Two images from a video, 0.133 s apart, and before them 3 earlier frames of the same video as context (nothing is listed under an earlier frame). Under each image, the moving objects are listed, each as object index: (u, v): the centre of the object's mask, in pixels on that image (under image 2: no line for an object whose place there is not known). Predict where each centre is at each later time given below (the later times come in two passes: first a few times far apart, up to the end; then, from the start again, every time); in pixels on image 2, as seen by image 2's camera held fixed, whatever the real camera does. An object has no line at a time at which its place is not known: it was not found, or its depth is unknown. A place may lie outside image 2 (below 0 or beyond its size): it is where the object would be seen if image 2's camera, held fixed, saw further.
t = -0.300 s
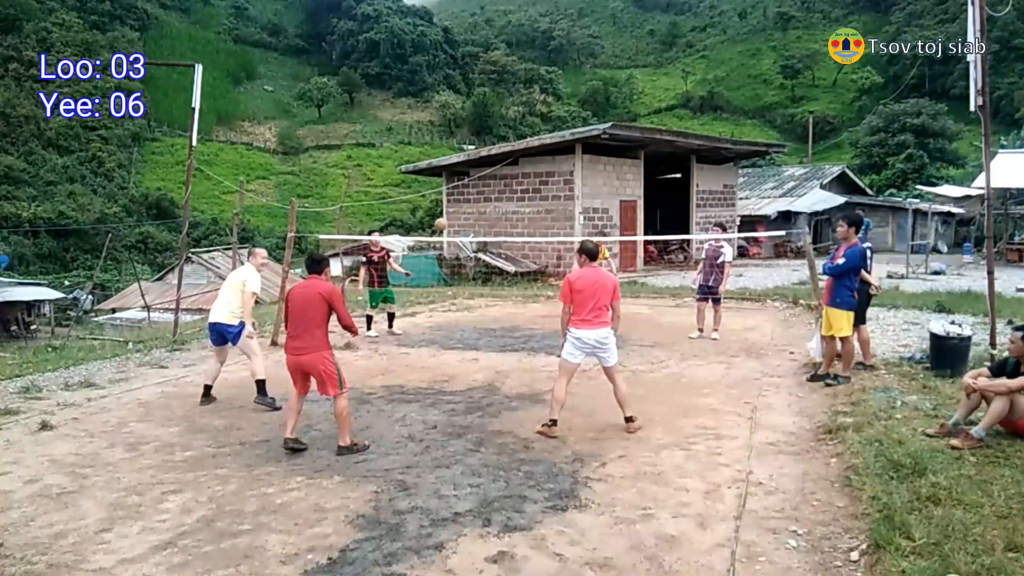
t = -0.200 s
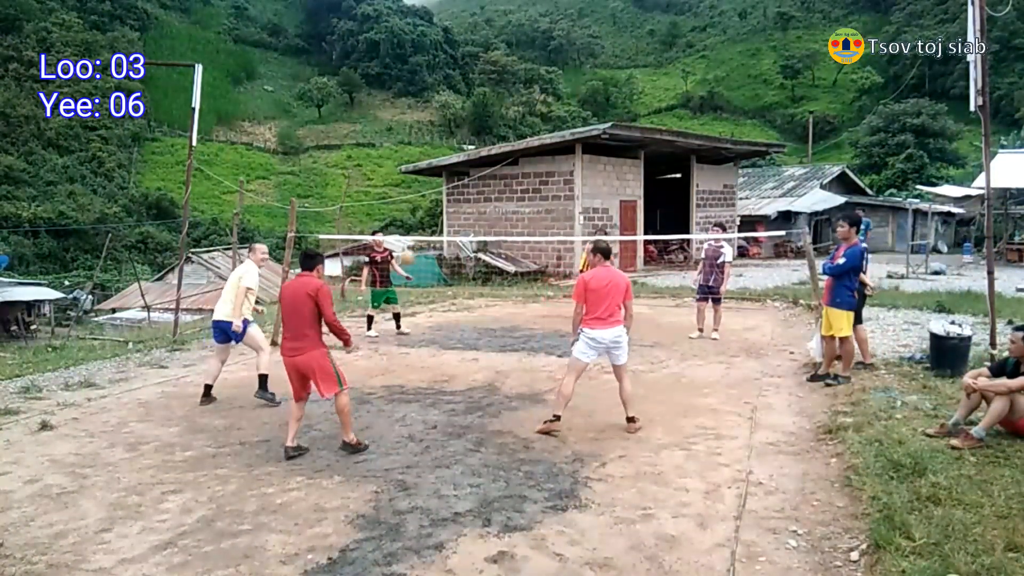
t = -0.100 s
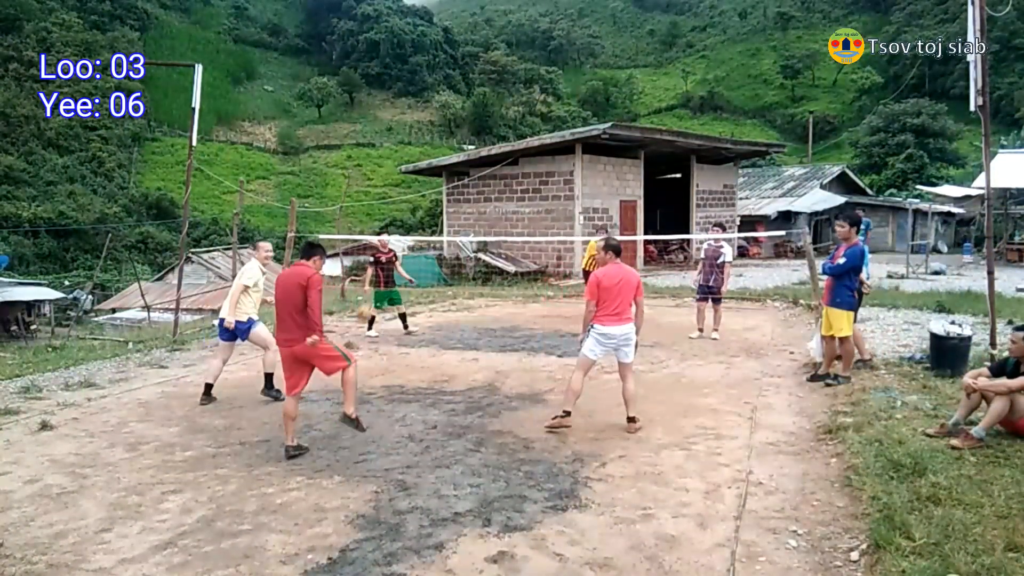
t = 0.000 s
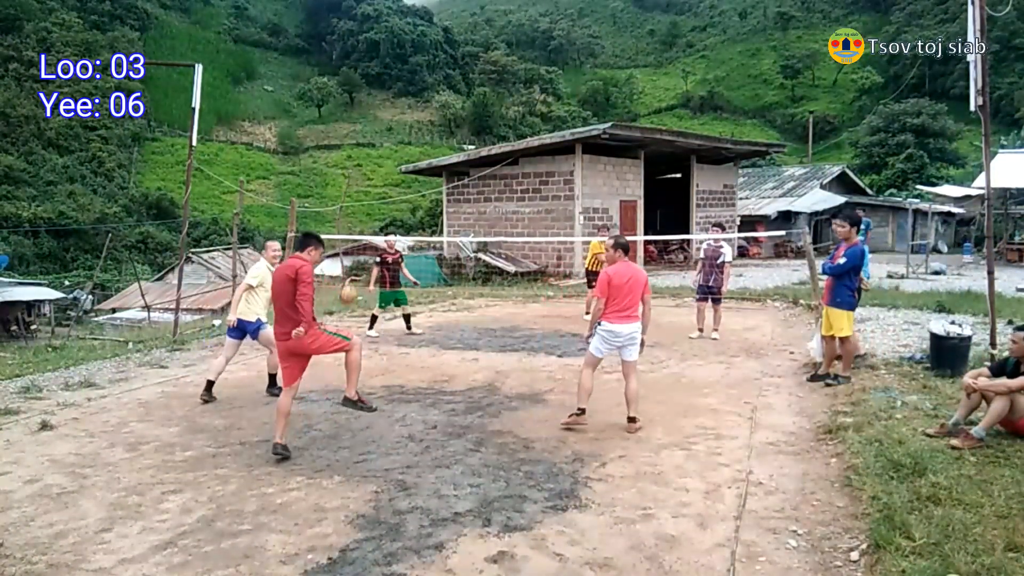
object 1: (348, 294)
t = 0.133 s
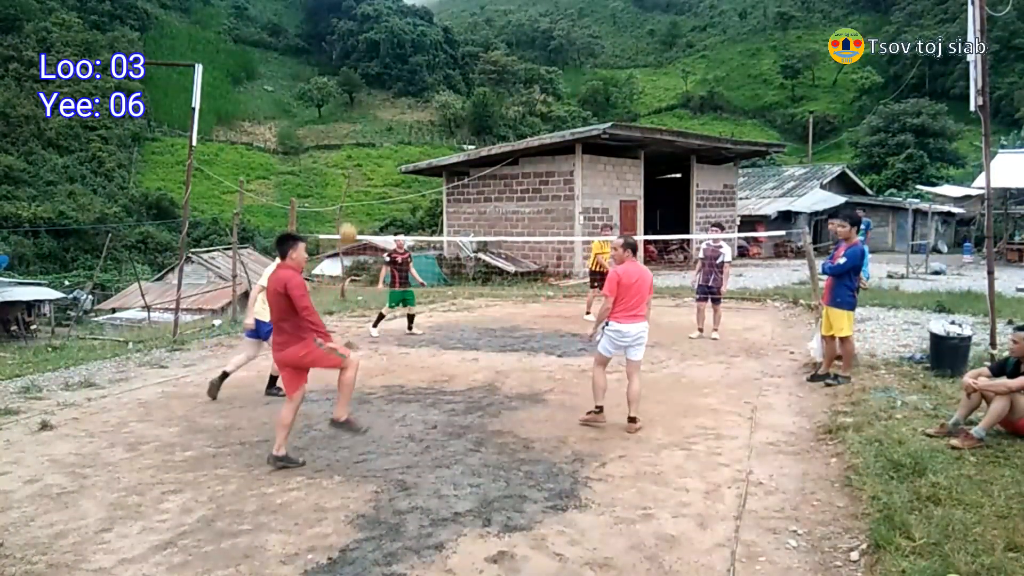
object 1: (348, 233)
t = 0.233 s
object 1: (348, 199)
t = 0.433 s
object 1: (349, 170)
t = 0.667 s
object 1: (352, 203)
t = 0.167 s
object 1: (348, 221)
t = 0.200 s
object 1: (348, 209)
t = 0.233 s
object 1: (348, 199)
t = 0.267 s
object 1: (348, 191)
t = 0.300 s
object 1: (348, 183)
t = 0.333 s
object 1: (349, 178)
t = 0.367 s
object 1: (348, 174)
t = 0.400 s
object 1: (349, 171)
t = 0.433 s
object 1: (349, 170)
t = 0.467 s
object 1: (349, 170)
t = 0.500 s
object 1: (350, 172)
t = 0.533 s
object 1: (350, 175)
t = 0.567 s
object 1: (351, 180)
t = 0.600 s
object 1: (351, 186)
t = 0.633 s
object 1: (351, 194)
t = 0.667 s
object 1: (352, 203)
